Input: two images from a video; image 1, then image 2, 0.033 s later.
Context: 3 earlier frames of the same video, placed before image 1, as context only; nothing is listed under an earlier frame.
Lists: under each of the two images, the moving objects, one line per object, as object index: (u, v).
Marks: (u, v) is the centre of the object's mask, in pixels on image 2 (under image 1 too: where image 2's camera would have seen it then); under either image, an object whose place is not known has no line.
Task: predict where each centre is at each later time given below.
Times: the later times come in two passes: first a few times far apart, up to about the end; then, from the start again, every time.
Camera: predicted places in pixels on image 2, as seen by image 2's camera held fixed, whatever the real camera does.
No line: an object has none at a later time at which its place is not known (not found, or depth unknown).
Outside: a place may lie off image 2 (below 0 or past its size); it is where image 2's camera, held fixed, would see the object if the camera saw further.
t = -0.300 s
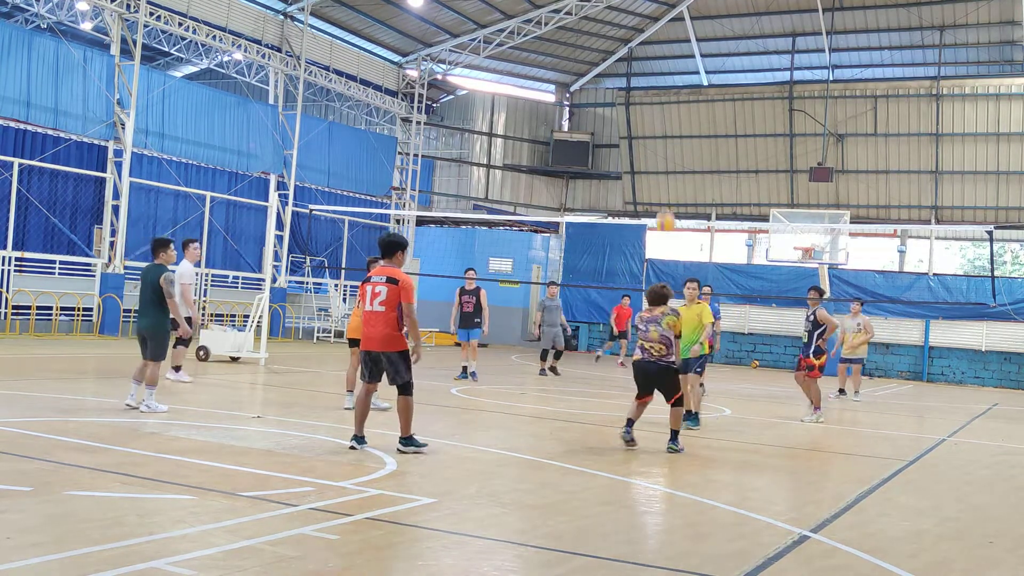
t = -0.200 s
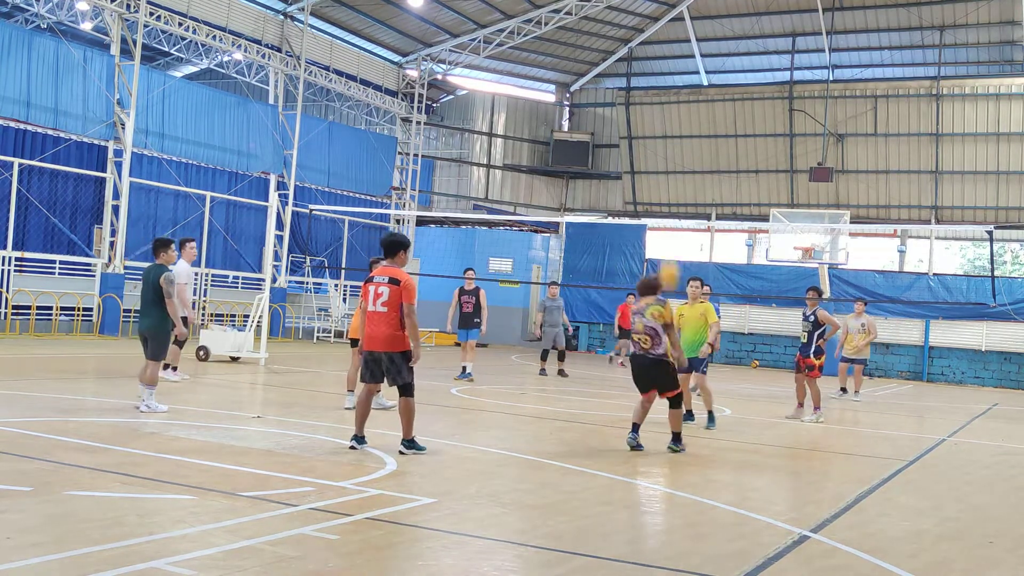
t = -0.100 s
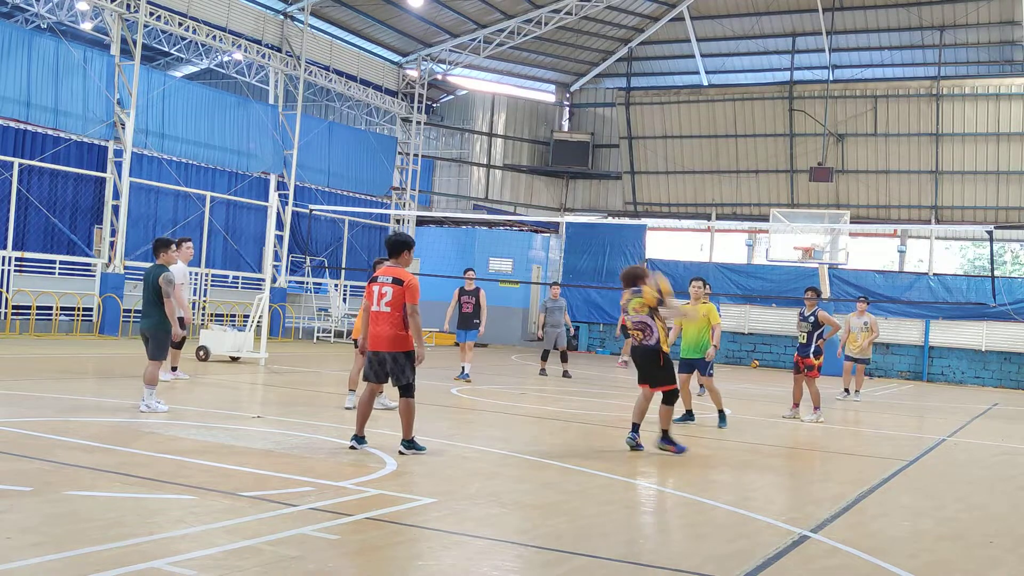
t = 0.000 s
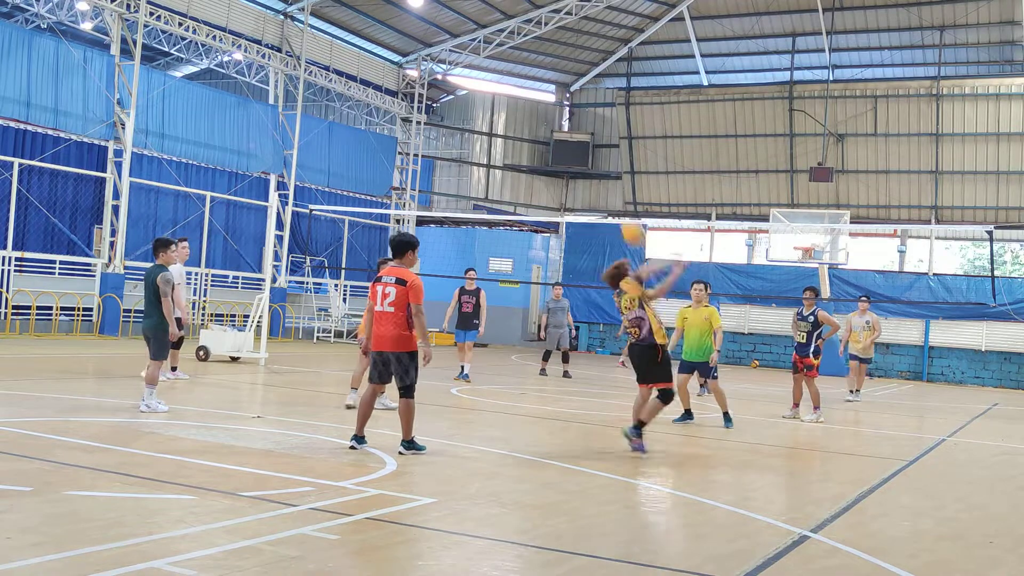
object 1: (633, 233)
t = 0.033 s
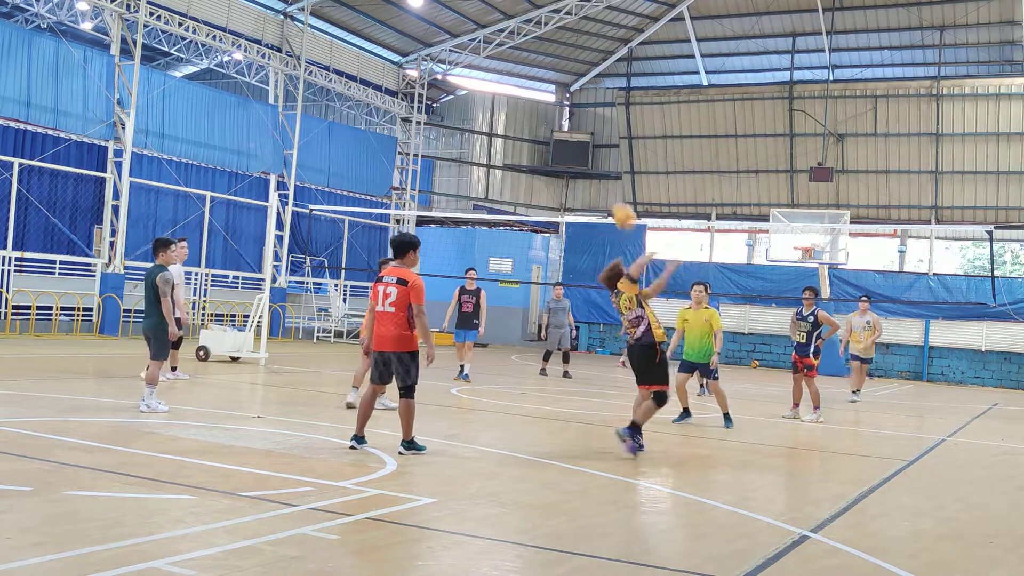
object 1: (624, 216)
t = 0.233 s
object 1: (578, 155)
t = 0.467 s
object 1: (531, 139)
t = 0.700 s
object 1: (489, 169)
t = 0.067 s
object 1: (617, 203)
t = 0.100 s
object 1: (608, 190)
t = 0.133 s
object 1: (600, 178)
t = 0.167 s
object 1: (593, 170)
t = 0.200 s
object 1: (585, 162)
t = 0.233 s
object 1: (578, 155)
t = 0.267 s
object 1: (571, 150)
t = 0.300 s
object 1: (564, 146)
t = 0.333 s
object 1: (557, 142)
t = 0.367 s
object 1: (550, 140)
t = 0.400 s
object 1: (544, 139)
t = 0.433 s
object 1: (538, 139)
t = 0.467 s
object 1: (531, 139)
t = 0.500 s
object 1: (525, 141)
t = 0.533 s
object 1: (519, 144)
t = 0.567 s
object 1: (513, 146)
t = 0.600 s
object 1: (507, 152)
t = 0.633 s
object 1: (501, 157)
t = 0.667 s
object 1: (495, 162)
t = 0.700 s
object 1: (489, 169)
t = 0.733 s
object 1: (484, 176)
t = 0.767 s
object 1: (478, 184)
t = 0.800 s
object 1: (472, 193)
